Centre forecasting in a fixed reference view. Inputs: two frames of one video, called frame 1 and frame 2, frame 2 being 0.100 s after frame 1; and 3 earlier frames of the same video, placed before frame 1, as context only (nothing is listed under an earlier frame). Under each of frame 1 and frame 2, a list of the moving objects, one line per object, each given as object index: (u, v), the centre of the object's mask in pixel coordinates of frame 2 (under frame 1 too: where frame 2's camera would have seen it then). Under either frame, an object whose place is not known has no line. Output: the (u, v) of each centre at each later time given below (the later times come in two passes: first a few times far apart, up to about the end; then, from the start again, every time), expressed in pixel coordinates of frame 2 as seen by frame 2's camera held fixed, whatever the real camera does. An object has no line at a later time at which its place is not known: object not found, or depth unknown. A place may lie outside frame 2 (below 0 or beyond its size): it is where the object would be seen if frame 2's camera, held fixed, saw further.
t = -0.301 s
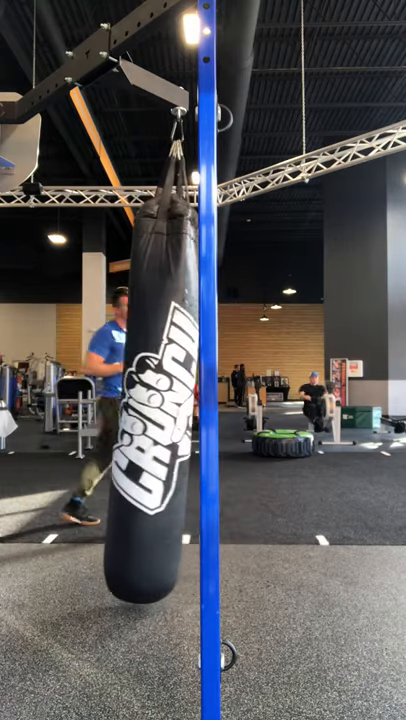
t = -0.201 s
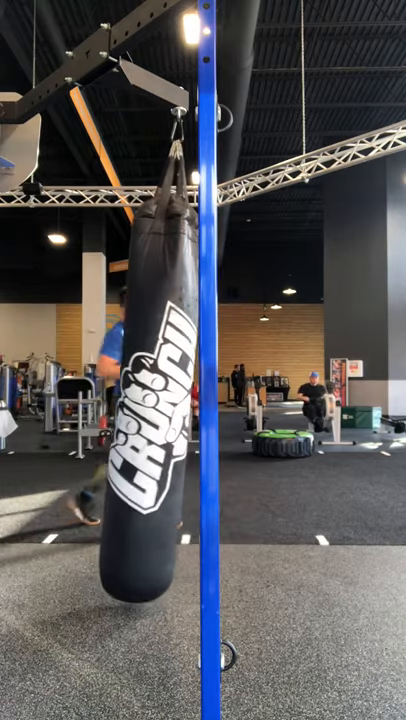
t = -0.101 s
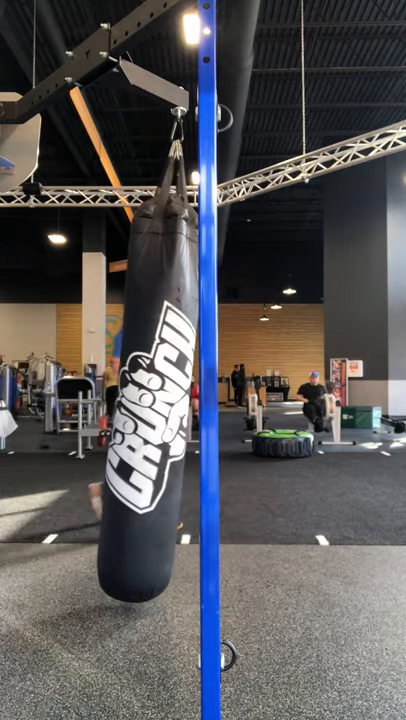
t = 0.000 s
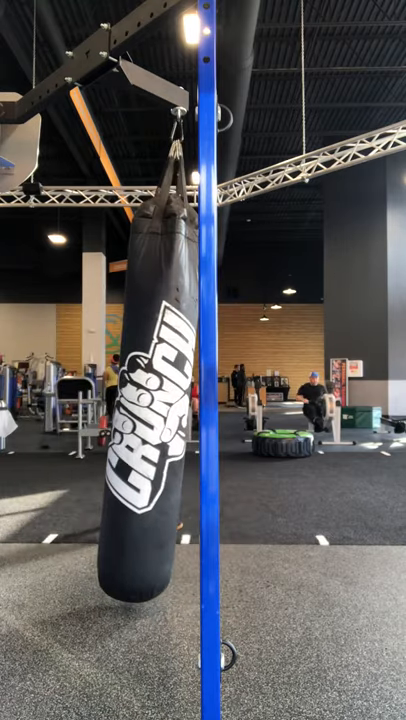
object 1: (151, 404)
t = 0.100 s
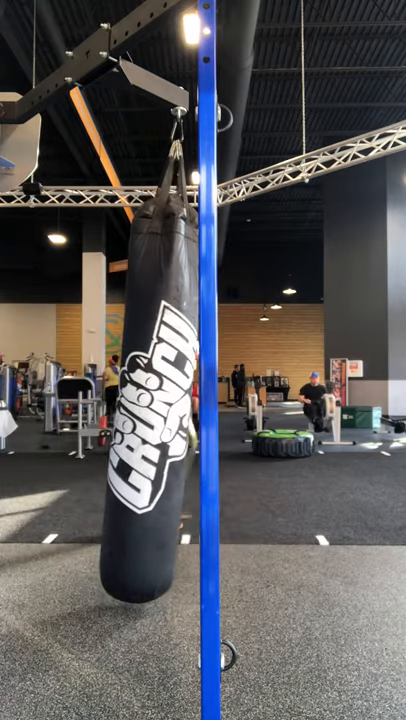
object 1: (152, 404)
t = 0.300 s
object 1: (158, 408)
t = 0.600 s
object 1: (169, 406)
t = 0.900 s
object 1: (191, 401)
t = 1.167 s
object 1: (198, 402)
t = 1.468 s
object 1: (197, 404)
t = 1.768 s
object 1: (173, 401)
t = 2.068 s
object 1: (163, 411)
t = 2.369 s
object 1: (153, 405)
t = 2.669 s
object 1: (153, 406)
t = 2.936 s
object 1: (162, 410)
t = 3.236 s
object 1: (172, 406)
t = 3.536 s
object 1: (194, 410)
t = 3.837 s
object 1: (198, 412)
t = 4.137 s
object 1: (192, 412)
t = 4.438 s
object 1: (172, 408)
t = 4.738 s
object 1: (162, 413)
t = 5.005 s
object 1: (155, 409)
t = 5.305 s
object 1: (156, 409)
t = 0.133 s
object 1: (152, 404)
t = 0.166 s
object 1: (154, 405)
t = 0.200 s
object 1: (155, 405)
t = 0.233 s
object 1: (156, 406)
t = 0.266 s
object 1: (157, 407)
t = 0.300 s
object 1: (158, 408)
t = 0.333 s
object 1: (160, 408)
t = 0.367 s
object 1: (161, 409)
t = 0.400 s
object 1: (162, 409)
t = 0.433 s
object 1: (164, 410)
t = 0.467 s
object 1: (165, 410)
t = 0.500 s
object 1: (166, 409)
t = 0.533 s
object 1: (167, 408)
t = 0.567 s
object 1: (168, 408)
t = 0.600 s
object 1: (169, 406)
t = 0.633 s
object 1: (170, 404)
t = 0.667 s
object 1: (172, 403)
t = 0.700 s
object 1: (173, 402)
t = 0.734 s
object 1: (173, 400)
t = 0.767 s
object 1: (174, 397)
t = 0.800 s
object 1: (184, 403)
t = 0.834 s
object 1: (186, 402)
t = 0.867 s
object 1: (189, 402)
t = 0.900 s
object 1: (191, 401)
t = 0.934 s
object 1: (193, 402)
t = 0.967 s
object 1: (195, 403)
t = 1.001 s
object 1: (196, 402)
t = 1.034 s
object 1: (198, 402)
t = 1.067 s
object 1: (198, 403)
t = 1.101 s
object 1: (198, 402)
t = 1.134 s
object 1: (199, 401)
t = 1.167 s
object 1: (198, 402)
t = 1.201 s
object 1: (198, 402)
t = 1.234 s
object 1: (198, 402)
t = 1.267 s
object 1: (199, 401)
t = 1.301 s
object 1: (198, 403)
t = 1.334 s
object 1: (198, 403)
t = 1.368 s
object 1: (198, 403)
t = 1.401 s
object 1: (198, 403)
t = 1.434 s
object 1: (198, 403)
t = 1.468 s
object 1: (197, 404)
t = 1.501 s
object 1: (195, 404)
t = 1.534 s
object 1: (194, 403)
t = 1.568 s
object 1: (192, 403)
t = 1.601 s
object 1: (190, 403)
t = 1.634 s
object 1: (187, 403)
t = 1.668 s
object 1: (185, 402)
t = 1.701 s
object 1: (175, 397)
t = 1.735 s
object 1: (174, 399)
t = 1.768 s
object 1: (173, 401)
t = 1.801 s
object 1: (172, 403)
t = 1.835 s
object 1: (171, 404)
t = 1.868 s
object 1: (170, 406)
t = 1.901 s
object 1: (169, 407)
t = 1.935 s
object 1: (168, 408)
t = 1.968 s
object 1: (167, 409)
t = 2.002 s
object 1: (166, 410)
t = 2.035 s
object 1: (164, 410)
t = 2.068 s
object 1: (163, 411)
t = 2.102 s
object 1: (162, 410)
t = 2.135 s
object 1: (161, 409)
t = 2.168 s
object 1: (160, 409)
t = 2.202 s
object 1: (159, 409)
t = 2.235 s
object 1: (157, 407)
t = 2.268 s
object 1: (156, 406)
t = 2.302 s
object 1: (155, 406)
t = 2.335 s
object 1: (154, 406)
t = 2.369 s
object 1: (153, 405)
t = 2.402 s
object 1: (153, 405)
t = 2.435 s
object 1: (152, 405)
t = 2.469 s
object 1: (152, 405)
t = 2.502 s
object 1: (152, 405)
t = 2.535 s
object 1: (152, 405)
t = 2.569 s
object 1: (152, 405)
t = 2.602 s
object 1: (152, 405)
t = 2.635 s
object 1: (153, 406)
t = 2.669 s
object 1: (153, 406)
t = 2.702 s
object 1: (154, 406)
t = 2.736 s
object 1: (155, 406)
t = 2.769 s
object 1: (156, 407)
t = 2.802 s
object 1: (157, 407)
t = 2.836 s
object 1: (158, 408)
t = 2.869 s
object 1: (159, 409)
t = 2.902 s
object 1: (161, 410)
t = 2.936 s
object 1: (162, 410)
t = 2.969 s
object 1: (163, 410)
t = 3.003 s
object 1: (164, 411)
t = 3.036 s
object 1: (166, 411)
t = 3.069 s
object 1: (167, 411)
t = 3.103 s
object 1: (168, 410)
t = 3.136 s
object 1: (169, 409)
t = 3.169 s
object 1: (170, 408)
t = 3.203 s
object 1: (171, 407)
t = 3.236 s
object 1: (172, 406)
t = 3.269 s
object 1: (173, 405)
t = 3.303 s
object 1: (174, 403)
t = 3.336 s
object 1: (175, 401)
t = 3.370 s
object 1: (176, 398)
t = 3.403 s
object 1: (186, 408)
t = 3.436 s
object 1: (188, 409)
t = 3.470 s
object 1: (190, 409)
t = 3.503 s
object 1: (192, 409)
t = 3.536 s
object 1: (194, 410)
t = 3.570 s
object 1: (196, 410)
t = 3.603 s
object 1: (197, 410)
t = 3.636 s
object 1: (198, 410)
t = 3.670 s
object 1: (198, 410)
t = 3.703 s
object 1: (198, 411)
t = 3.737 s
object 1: (198, 411)
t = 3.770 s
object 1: (198, 411)
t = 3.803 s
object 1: (198, 411)
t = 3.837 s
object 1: (198, 412)
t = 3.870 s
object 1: (198, 412)
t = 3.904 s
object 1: (198, 412)
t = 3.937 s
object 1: (198, 412)
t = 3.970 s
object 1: (198, 412)
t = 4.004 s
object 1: (198, 412)
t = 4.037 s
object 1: (197, 412)
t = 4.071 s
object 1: (196, 412)
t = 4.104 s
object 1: (194, 411)
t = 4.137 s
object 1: (192, 412)
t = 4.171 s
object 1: (191, 412)
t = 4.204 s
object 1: (189, 412)
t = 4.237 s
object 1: (187, 411)
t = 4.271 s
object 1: (177, 400)
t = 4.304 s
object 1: (176, 402)
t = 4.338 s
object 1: (175, 403)
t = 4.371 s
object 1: (174, 405)
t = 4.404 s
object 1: (173, 407)
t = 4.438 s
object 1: (172, 408)
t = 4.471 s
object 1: (171, 409)
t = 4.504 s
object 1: (170, 410)
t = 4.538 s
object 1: (169, 411)
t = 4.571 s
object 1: (168, 412)
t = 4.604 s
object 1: (167, 413)
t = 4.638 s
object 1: (166, 414)
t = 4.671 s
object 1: (165, 414)
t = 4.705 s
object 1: (164, 414)
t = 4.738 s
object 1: (162, 413)
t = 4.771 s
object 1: (161, 412)
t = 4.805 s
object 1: (160, 412)
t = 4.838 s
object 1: (159, 411)
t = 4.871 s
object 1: (158, 411)
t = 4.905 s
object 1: (157, 410)
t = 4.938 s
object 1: (156, 410)
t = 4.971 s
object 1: (156, 409)
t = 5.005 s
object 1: (155, 409)
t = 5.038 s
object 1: (155, 409)
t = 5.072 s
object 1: (154, 408)
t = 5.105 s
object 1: (154, 408)
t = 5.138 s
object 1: (154, 408)
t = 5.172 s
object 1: (154, 408)
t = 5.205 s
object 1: (154, 408)
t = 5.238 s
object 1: (155, 408)
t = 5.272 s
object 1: (155, 408)
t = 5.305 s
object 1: (156, 409)
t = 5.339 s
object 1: (157, 409)
